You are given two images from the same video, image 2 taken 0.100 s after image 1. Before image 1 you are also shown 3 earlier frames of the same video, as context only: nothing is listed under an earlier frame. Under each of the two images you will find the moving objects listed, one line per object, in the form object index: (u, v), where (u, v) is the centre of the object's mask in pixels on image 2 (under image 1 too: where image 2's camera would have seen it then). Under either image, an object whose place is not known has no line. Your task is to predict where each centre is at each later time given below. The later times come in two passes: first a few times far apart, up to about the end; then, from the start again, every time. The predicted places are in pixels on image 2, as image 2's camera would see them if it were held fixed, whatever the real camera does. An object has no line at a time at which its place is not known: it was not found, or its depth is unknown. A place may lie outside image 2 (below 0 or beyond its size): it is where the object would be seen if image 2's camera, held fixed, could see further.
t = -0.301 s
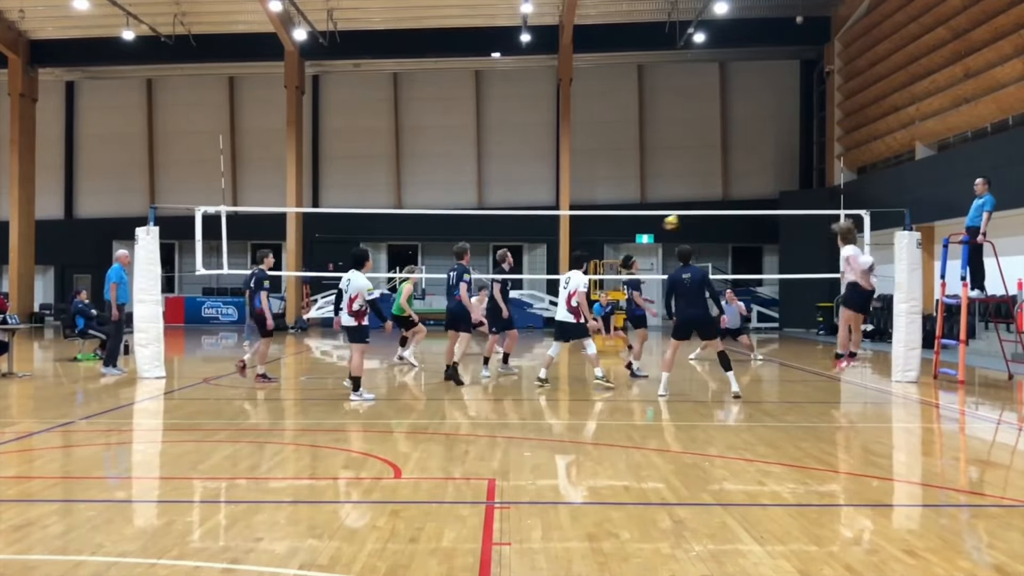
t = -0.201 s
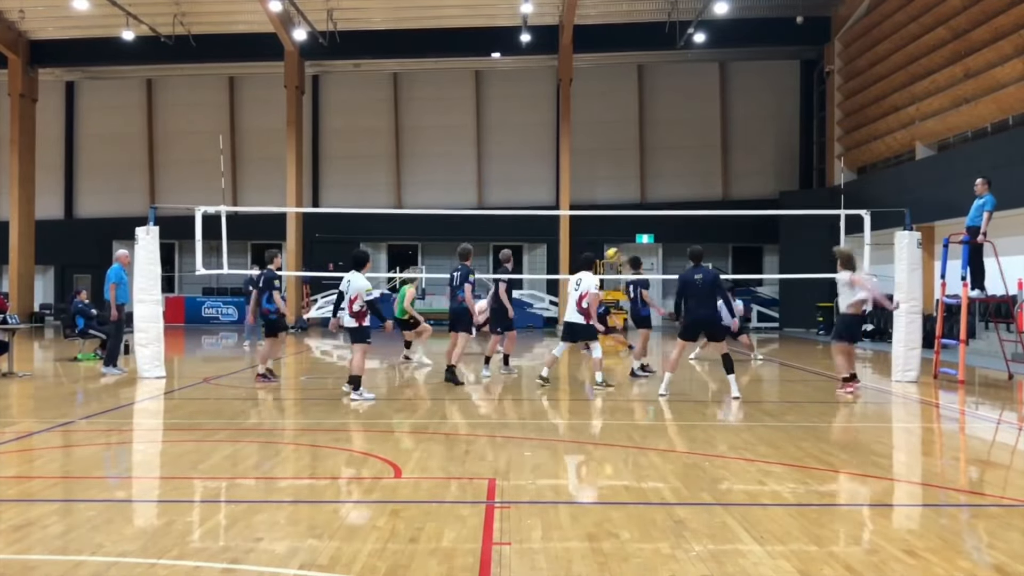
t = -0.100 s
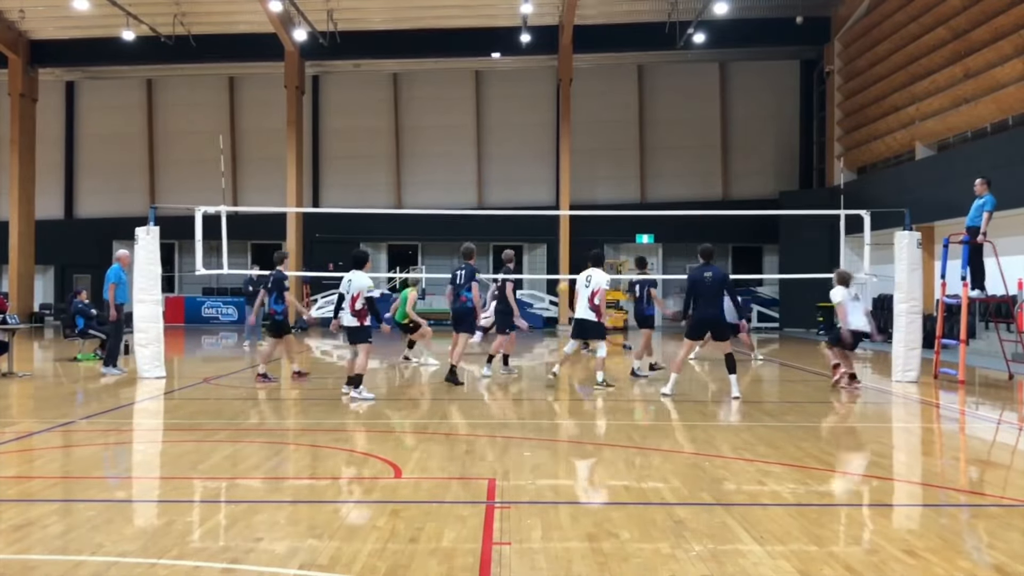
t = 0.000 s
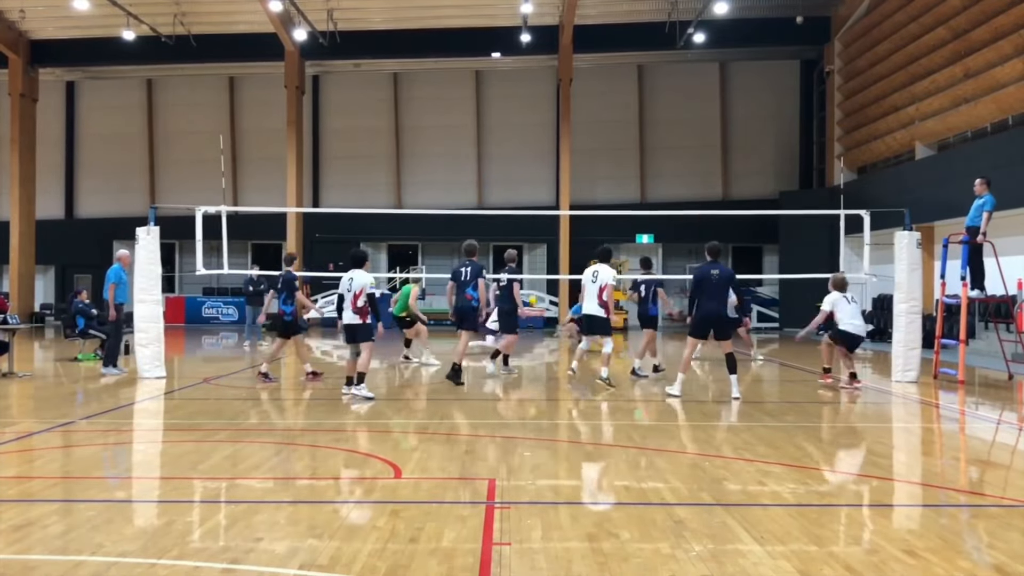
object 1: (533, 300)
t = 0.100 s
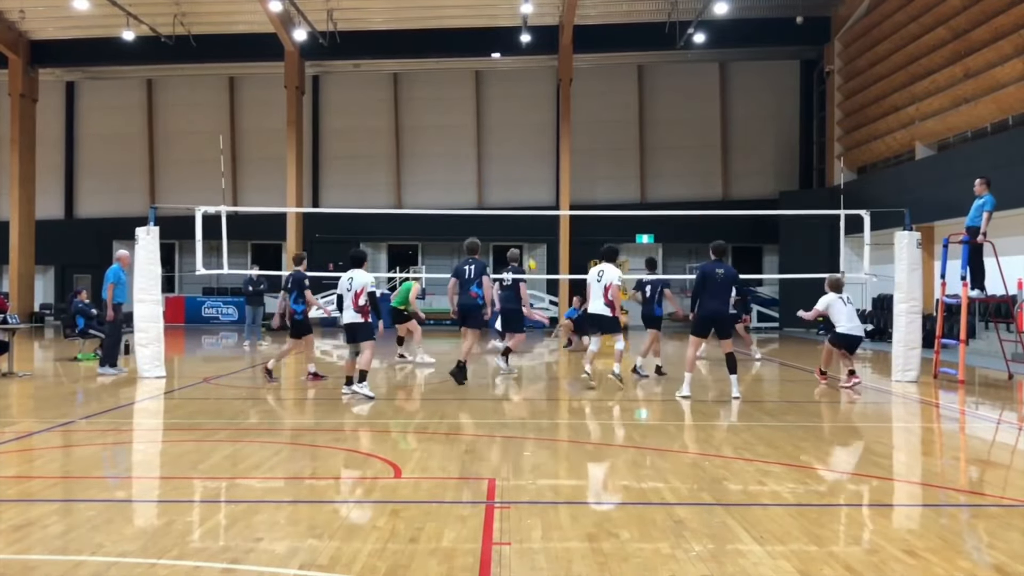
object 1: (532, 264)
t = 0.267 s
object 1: (526, 216)
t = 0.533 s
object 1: (516, 162)
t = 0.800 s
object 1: (502, 144)
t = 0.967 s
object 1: (492, 153)
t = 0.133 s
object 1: (530, 253)
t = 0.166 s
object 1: (530, 243)
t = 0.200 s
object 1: (528, 234)
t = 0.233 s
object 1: (528, 224)
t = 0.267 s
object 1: (526, 216)
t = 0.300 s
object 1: (526, 206)
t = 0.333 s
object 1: (524, 199)
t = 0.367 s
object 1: (523, 191)
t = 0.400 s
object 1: (522, 185)
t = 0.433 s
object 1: (520, 178)
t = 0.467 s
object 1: (519, 172)
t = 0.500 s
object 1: (518, 167)
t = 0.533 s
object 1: (516, 162)
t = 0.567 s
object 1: (515, 158)
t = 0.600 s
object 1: (513, 154)
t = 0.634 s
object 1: (511, 151)
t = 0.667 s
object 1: (510, 148)
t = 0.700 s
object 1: (507, 146)
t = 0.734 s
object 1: (506, 145)
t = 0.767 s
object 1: (504, 144)
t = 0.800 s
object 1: (502, 144)
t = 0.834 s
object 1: (500, 145)
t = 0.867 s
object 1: (498, 146)
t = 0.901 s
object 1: (496, 147)
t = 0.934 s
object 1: (494, 150)
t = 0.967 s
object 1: (492, 153)
